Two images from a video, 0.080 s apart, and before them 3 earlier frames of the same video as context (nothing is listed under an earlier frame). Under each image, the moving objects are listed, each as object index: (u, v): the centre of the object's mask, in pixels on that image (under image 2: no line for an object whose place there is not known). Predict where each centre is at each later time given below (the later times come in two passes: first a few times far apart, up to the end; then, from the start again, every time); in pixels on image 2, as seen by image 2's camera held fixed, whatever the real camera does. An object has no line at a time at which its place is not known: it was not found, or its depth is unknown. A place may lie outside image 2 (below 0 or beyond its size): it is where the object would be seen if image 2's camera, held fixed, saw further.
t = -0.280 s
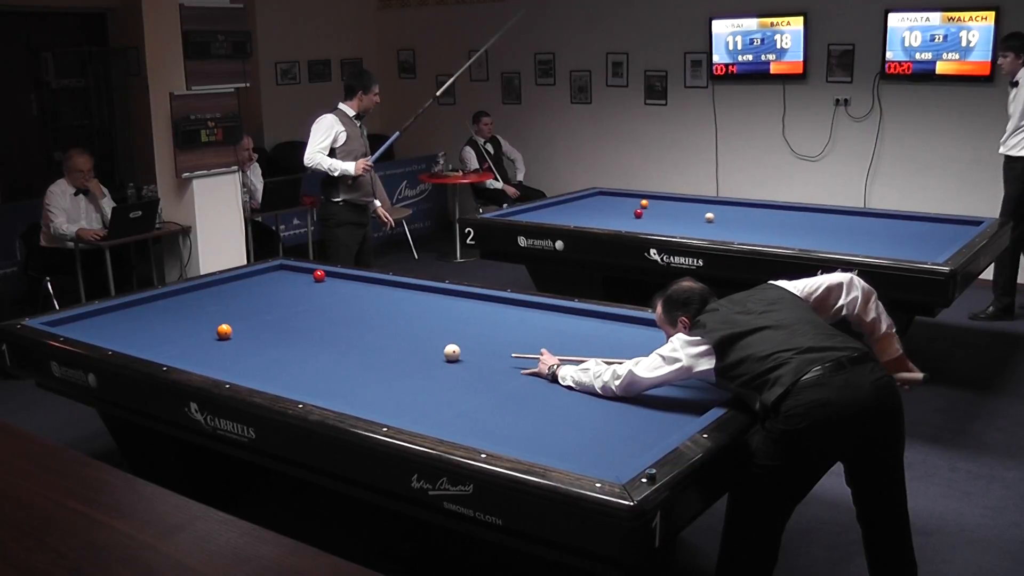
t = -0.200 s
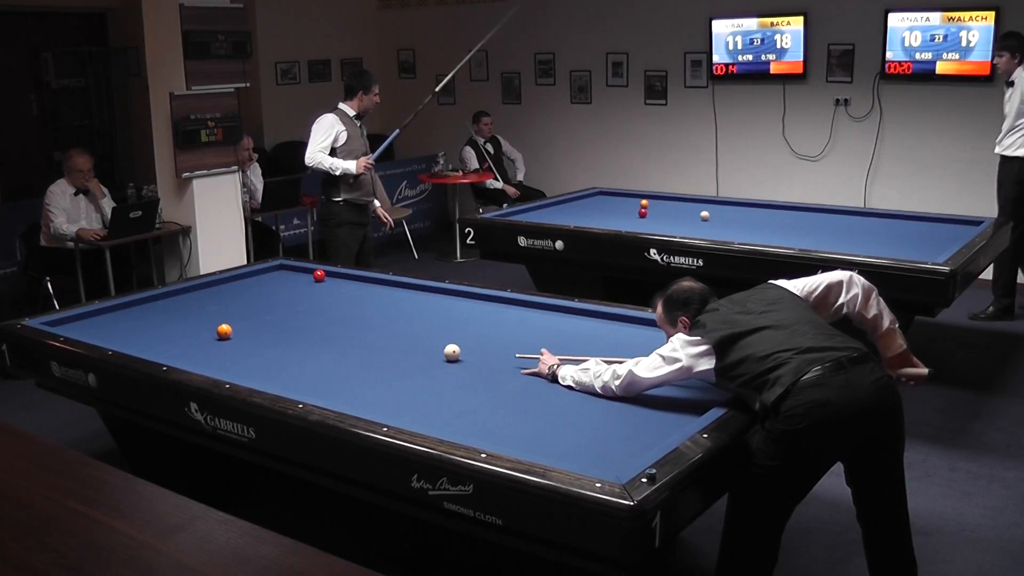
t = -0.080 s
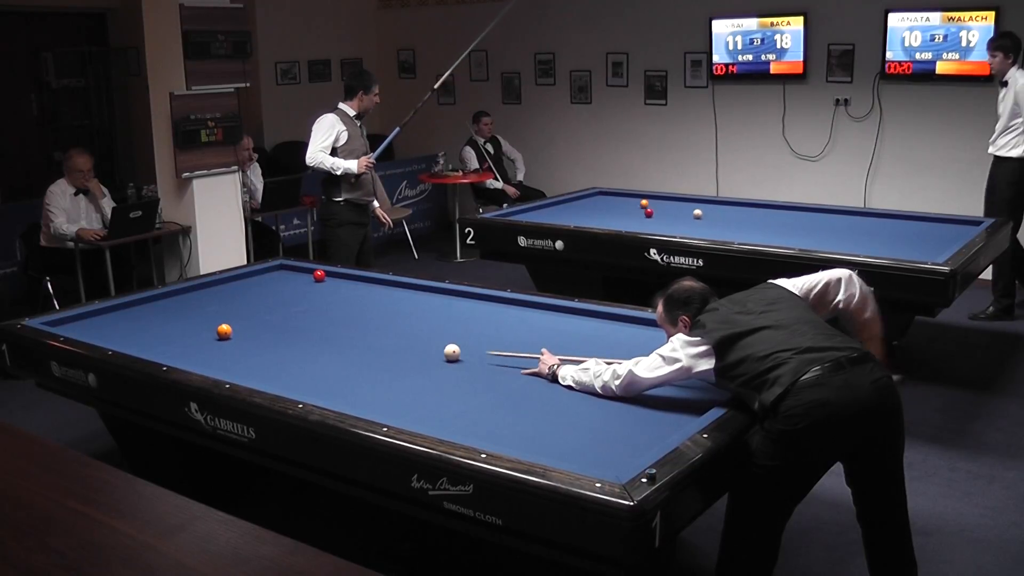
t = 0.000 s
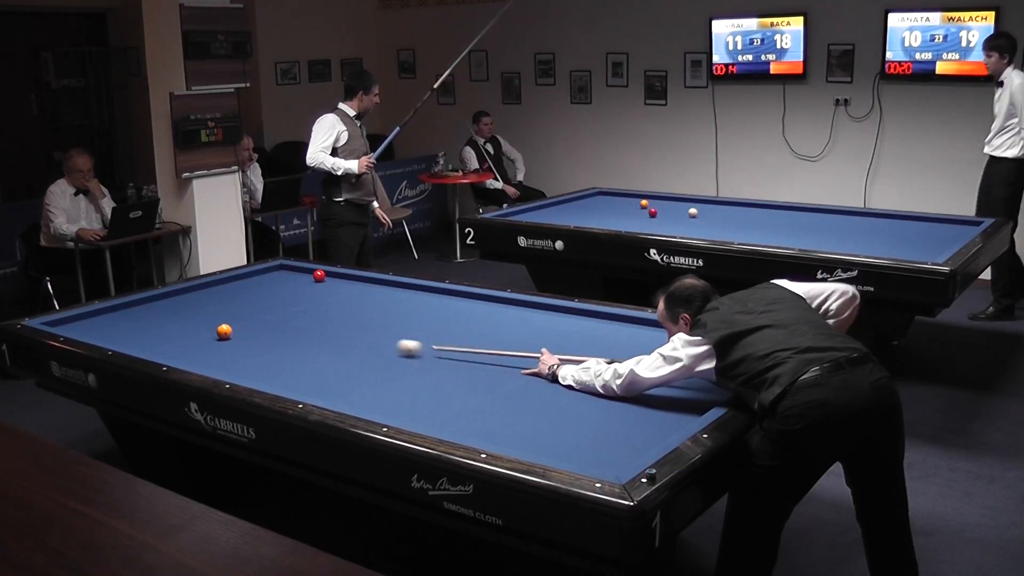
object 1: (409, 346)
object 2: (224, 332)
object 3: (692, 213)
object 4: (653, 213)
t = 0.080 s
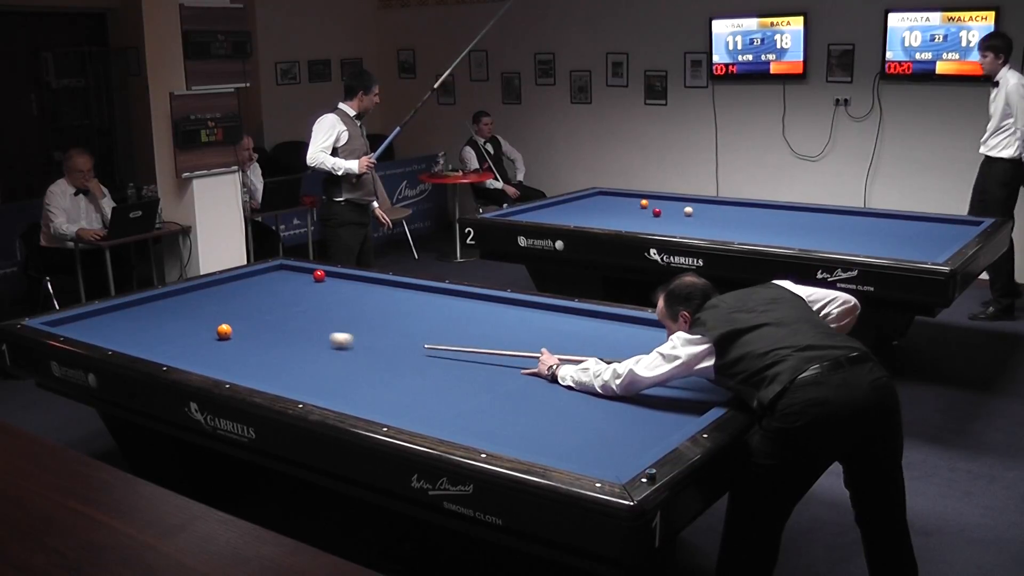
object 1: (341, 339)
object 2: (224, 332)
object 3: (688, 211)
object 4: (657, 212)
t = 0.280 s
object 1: (223, 320)
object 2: (200, 336)
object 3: (677, 209)
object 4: (666, 212)
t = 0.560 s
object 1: (187, 294)
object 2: (144, 343)
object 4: (679, 211)
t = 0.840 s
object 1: (321, 295)
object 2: (173, 329)
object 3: (650, 200)
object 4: (692, 210)
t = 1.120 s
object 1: (438, 294)
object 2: (199, 316)
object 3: (636, 197)
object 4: (704, 209)
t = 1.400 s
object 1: (499, 308)
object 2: (223, 306)
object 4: (715, 209)
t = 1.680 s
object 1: (551, 329)
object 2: (244, 295)
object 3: (606, 194)
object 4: (726, 208)
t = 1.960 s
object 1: (612, 354)
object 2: (263, 286)
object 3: (595, 194)
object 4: (736, 207)
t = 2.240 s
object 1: (683, 382)
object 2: (281, 278)
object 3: (601, 195)
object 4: (746, 207)
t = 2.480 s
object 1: (676, 399)
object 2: (296, 271)
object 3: (605, 195)
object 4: (753, 206)
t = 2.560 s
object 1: (648, 401)
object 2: (300, 270)
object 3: (606, 196)
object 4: (756, 206)
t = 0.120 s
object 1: (310, 335)
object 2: (224, 332)
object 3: (686, 211)
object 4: (659, 212)
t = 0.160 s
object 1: (280, 332)
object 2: (224, 332)
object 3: (684, 210)
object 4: (660, 212)
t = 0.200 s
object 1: (253, 329)
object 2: (224, 332)
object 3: (681, 209)
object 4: (662, 212)
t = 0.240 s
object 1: (234, 325)
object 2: (216, 333)
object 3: (679, 209)
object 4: (664, 212)
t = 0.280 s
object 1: (223, 320)
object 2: (200, 336)
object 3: (677, 209)
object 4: (666, 212)
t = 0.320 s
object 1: (213, 314)
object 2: (185, 339)
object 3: (675, 208)
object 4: (668, 212)
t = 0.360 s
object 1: (203, 309)
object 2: (170, 341)
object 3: (674, 206)
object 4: (670, 212)
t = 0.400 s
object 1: (193, 305)
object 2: (156, 344)
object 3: (671, 205)
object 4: (672, 211)
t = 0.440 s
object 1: (182, 301)
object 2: (143, 345)
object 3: (668, 205)
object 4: (674, 211)
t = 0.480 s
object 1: (172, 296)
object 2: (132, 345)
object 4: (676, 211)
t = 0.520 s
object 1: (167, 294)
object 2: (138, 344)
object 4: (678, 211)
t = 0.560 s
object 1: (187, 294)
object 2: (144, 343)
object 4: (679, 211)
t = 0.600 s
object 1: (208, 294)
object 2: (149, 341)
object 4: (681, 210)
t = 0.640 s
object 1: (227, 295)
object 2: (153, 338)
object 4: (682, 209)
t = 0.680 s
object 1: (246, 295)
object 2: (157, 336)
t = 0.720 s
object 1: (266, 295)
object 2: (162, 334)
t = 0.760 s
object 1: (285, 295)
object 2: (166, 333)
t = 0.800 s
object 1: (303, 295)
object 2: (169, 331)
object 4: (688, 210)
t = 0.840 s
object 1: (321, 295)
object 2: (173, 329)
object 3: (650, 200)
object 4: (692, 210)
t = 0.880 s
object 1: (339, 296)
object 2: (177, 327)
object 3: (648, 199)
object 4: (694, 210)
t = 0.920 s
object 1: (356, 296)
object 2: (181, 325)
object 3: (646, 198)
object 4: (696, 210)
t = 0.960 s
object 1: (373, 295)
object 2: (185, 323)
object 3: (643, 198)
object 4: (697, 210)
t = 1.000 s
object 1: (389, 295)
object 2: (188, 322)
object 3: (641, 197)
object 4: (699, 210)
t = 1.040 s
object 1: (405, 295)
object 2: (192, 320)
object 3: (640, 197)
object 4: (701, 209)
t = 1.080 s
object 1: (422, 295)
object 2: (196, 318)
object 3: (638, 197)
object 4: (702, 209)
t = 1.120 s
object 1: (438, 294)
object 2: (199, 316)
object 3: (636, 197)
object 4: (704, 209)
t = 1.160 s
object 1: (454, 294)
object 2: (203, 315)
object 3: (635, 196)
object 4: (705, 209)
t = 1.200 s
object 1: (469, 294)
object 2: (206, 313)
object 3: (633, 196)
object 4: (707, 209)
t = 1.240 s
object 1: (474, 297)
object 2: (210, 312)
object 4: (709, 209)
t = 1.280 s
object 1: (479, 300)
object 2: (213, 310)
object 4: (710, 209)
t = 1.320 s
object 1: (485, 303)
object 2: (216, 309)
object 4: (712, 209)
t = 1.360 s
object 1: (492, 306)
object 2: (219, 307)
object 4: (714, 209)
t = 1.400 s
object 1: (499, 308)
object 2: (223, 306)
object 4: (715, 209)
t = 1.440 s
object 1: (505, 311)
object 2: (226, 304)
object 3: (621, 194)
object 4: (717, 209)
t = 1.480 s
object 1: (512, 314)
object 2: (229, 303)
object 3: (618, 194)
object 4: (718, 209)
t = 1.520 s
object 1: (520, 317)
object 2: (232, 301)
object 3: (616, 194)
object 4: (720, 208)
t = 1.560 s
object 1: (527, 320)
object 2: (235, 300)
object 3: (614, 194)
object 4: (721, 208)
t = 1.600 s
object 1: (535, 323)
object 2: (238, 298)
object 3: (611, 194)
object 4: (723, 208)
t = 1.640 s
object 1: (543, 326)
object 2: (241, 297)
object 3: (609, 194)
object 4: (725, 208)
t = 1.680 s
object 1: (551, 329)
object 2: (244, 295)
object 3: (606, 194)
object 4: (726, 208)
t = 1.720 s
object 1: (559, 333)
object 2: (247, 294)
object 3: (604, 194)
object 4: (727, 208)
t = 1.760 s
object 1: (567, 336)
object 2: (250, 293)
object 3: (602, 194)
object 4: (729, 208)
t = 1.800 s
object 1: (576, 339)
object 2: (253, 291)
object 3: (599, 193)
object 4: (730, 208)
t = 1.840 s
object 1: (584, 343)
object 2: (255, 290)
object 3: (597, 193)
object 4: (732, 208)
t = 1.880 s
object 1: (593, 346)
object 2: (258, 289)
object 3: (595, 193)
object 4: (733, 207)
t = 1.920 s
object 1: (602, 350)
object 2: (261, 288)
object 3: (594, 193)
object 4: (735, 207)
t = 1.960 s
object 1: (612, 354)
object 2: (263, 286)
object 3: (595, 194)
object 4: (736, 207)
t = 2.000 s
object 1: (621, 358)
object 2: (266, 285)
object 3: (596, 194)
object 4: (737, 207)
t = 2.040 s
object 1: (631, 362)
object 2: (269, 284)
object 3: (597, 194)
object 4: (739, 207)
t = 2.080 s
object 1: (641, 366)
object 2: (271, 283)
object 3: (597, 194)
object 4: (740, 207)
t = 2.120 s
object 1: (652, 369)
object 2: (274, 282)
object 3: (598, 194)
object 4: (742, 207)
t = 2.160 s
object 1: (661, 374)
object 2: (276, 280)
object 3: (599, 194)
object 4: (743, 207)
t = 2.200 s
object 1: (673, 379)
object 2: (279, 279)
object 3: (600, 195)
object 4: (744, 207)
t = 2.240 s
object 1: (683, 382)
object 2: (281, 278)
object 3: (601, 195)
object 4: (746, 207)
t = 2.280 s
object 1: (694, 387)
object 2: (284, 277)
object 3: (601, 195)
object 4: (747, 207)
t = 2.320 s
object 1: (706, 391)
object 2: (286, 276)
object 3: (602, 195)
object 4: (748, 207)
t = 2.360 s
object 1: (717, 395)
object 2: (289, 275)
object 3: (603, 195)
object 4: (749, 207)
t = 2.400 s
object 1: (708, 398)
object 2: (291, 274)
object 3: (603, 195)
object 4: (751, 206)
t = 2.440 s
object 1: (692, 399)
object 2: (293, 273)
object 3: (604, 195)
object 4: (752, 207)
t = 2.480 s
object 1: (676, 399)
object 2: (296, 271)
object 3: (605, 195)
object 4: (753, 206)
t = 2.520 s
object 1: (662, 400)
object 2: (298, 270)
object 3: (606, 196)
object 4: (755, 206)
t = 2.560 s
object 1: (648, 401)
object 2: (300, 270)
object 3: (606, 196)
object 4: (756, 206)
